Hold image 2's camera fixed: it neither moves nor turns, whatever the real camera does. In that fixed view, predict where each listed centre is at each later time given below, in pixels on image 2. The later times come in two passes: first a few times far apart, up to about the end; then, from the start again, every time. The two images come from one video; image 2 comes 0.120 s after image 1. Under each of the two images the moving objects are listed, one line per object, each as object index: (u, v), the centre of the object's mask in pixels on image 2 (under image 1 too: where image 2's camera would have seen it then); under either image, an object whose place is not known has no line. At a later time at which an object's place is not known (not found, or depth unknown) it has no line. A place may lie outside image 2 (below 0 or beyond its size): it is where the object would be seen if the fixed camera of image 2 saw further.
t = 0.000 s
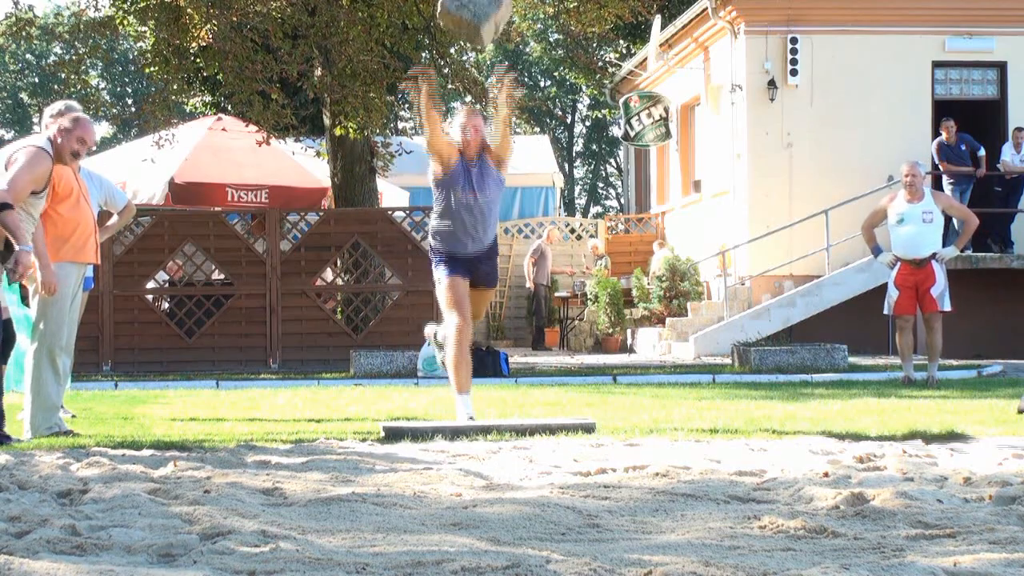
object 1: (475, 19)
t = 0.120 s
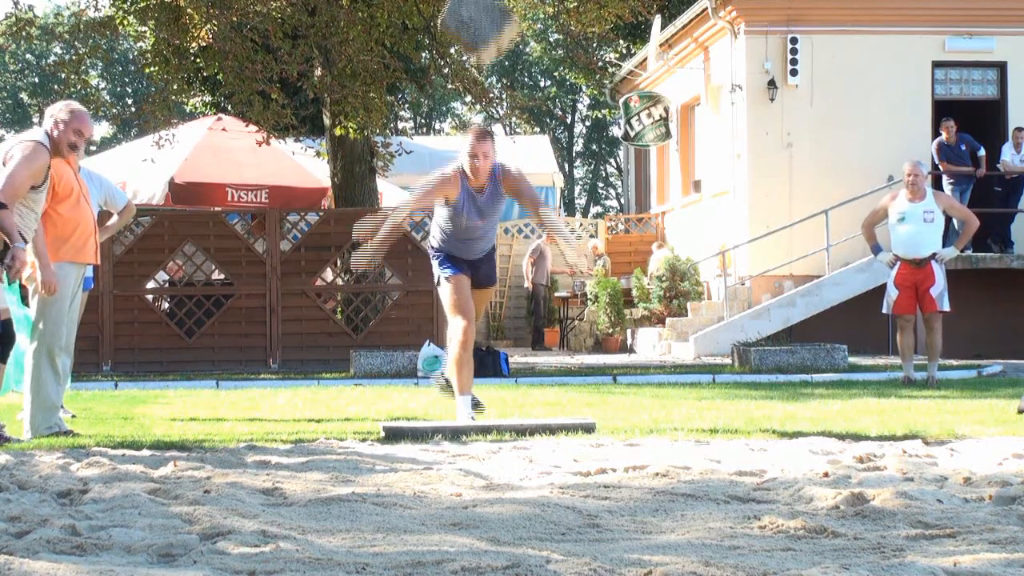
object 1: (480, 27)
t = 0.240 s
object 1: (484, 76)
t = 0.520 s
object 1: (504, 417)
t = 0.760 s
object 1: (487, 485)
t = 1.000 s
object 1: (465, 496)
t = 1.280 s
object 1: (464, 514)
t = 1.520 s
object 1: (464, 514)
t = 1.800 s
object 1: (464, 514)
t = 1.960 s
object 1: (464, 514)
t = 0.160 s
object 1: (481, 37)
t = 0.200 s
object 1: (481, 53)
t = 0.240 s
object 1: (484, 76)
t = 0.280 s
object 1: (484, 99)
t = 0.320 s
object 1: (486, 135)
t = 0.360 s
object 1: (487, 168)
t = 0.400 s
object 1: (490, 215)
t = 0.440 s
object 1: (497, 284)
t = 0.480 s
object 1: (502, 343)
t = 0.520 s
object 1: (504, 417)
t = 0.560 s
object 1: (498, 472)
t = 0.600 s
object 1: (489, 483)
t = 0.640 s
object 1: (478, 493)
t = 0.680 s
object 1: (480, 490)
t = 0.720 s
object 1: (485, 486)
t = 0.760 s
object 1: (487, 485)
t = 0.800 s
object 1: (485, 485)
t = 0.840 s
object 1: (481, 486)
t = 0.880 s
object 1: (477, 489)
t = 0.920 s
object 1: (473, 491)
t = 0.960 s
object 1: (469, 494)
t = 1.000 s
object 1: (465, 496)
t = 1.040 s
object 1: (462, 500)
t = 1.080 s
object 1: (460, 506)
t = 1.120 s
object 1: (459, 514)
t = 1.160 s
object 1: (460, 514)
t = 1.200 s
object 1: (462, 512)
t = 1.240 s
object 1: (463, 513)
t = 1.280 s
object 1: (464, 514)
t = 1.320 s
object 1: (464, 514)
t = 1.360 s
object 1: (464, 514)
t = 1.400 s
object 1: (464, 514)
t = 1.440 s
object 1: (464, 514)
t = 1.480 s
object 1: (464, 514)
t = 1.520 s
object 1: (464, 514)
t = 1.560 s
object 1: (464, 514)
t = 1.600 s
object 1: (464, 514)
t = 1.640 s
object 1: (464, 514)
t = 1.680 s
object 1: (464, 514)
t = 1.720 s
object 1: (464, 514)
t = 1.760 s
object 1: (464, 514)
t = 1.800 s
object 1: (464, 514)
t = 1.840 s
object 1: (464, 514)
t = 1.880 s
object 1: (464, 514)
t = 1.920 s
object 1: (464, 514)
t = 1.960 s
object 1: (464, 514)
